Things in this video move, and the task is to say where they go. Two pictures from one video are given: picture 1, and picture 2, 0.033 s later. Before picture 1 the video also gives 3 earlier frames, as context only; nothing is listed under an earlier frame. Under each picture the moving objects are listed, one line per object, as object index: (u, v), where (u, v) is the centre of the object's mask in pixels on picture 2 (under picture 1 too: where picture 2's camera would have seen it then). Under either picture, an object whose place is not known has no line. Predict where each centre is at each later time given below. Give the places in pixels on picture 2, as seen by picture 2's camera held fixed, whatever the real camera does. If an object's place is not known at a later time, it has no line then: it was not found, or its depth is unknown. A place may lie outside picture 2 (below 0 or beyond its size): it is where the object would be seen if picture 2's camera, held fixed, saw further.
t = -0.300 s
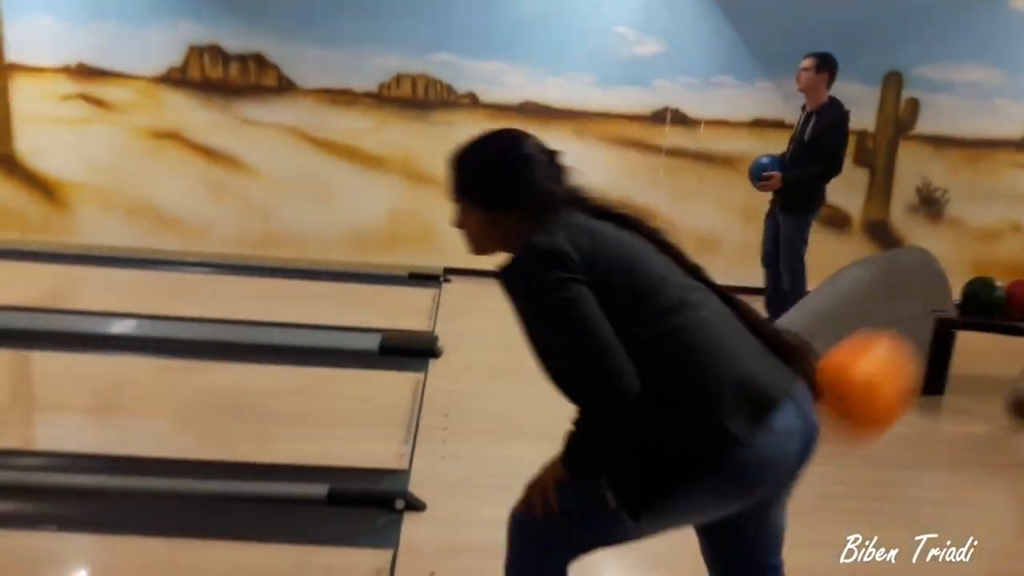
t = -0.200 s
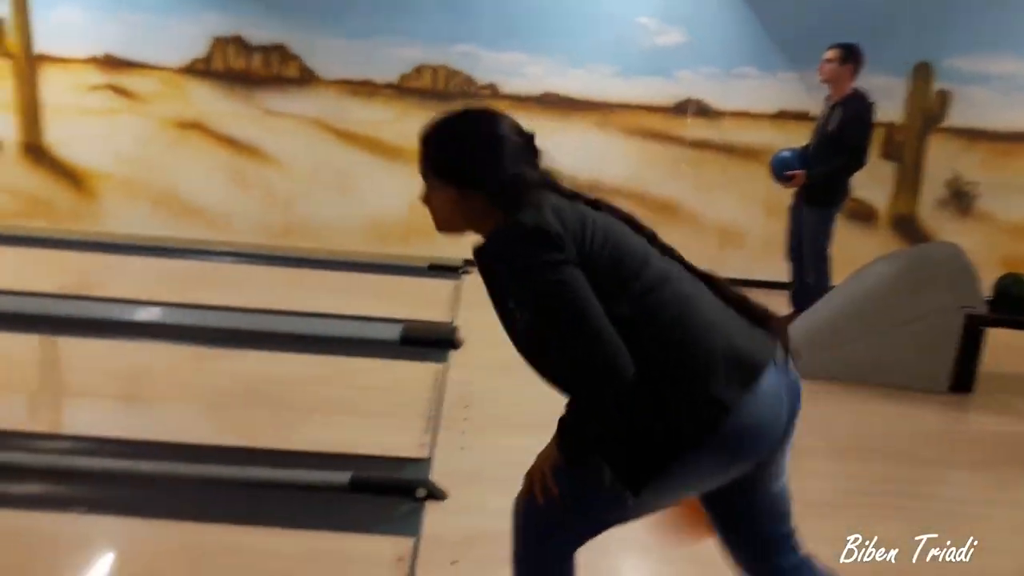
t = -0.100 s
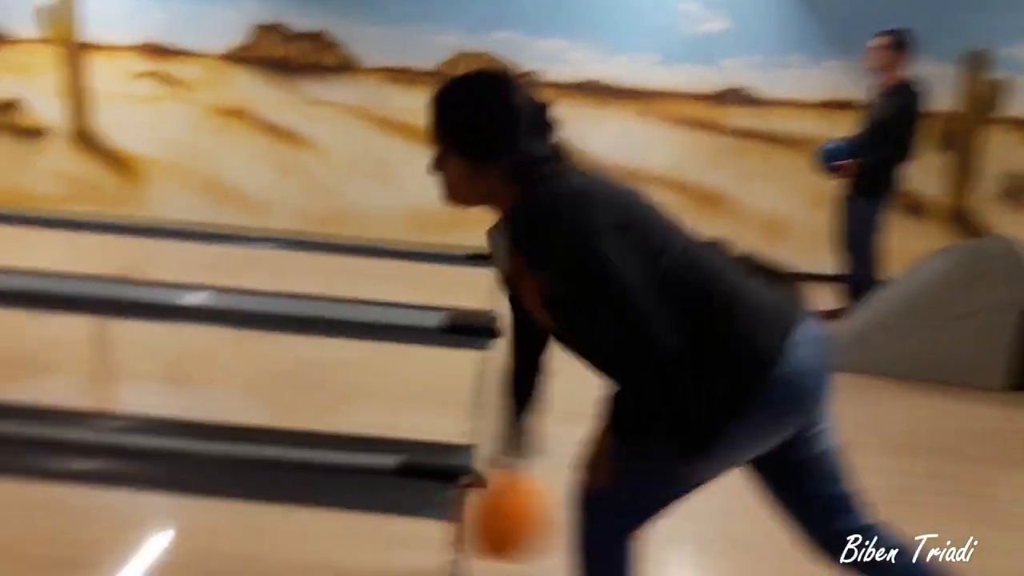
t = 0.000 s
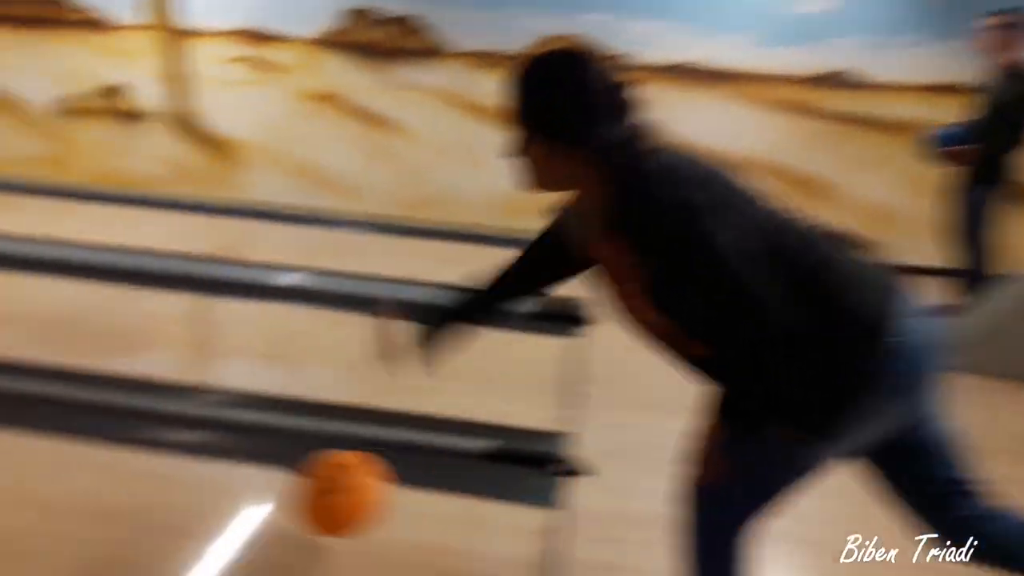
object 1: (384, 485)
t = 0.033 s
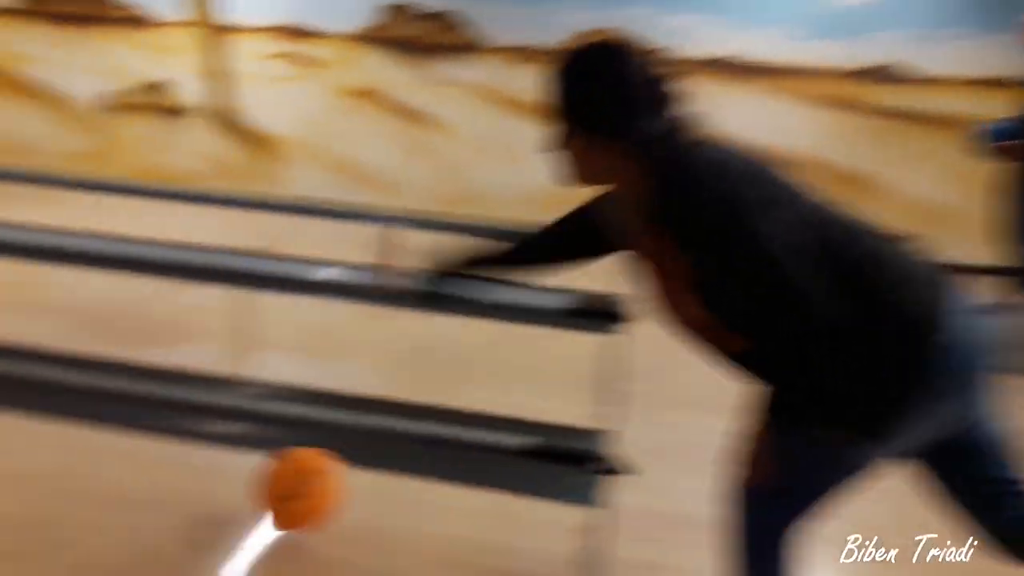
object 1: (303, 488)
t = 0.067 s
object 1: (223, 496)
